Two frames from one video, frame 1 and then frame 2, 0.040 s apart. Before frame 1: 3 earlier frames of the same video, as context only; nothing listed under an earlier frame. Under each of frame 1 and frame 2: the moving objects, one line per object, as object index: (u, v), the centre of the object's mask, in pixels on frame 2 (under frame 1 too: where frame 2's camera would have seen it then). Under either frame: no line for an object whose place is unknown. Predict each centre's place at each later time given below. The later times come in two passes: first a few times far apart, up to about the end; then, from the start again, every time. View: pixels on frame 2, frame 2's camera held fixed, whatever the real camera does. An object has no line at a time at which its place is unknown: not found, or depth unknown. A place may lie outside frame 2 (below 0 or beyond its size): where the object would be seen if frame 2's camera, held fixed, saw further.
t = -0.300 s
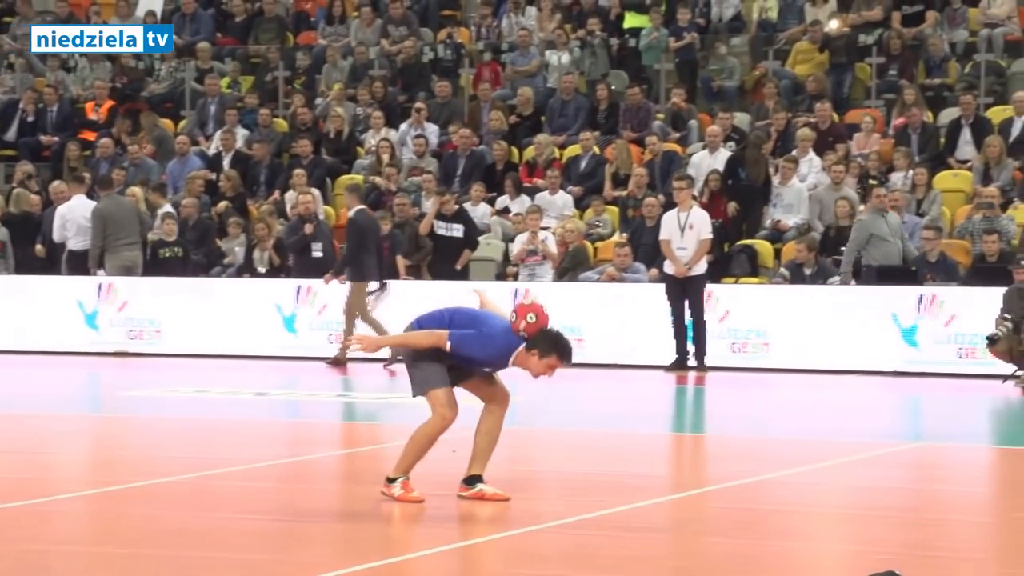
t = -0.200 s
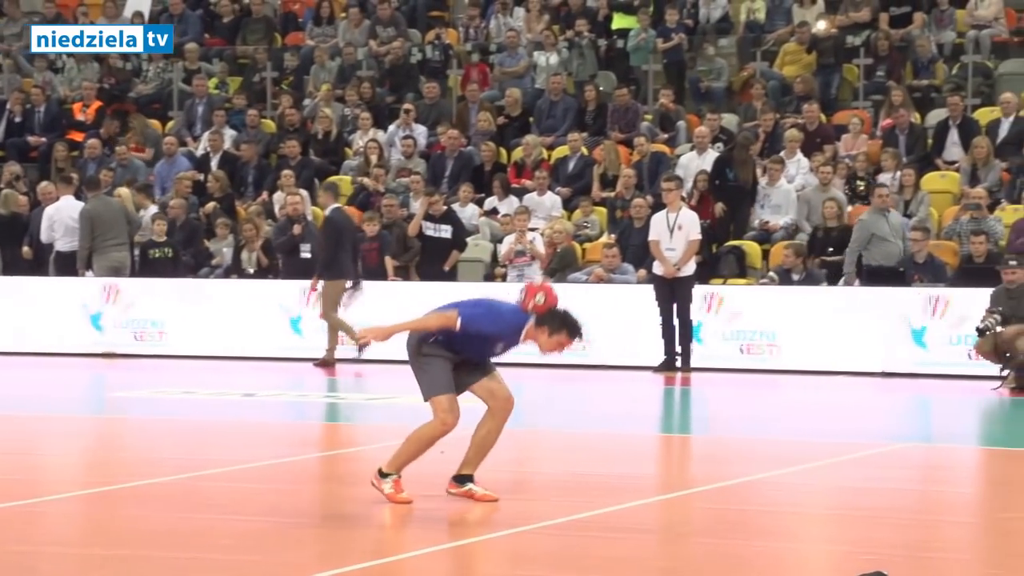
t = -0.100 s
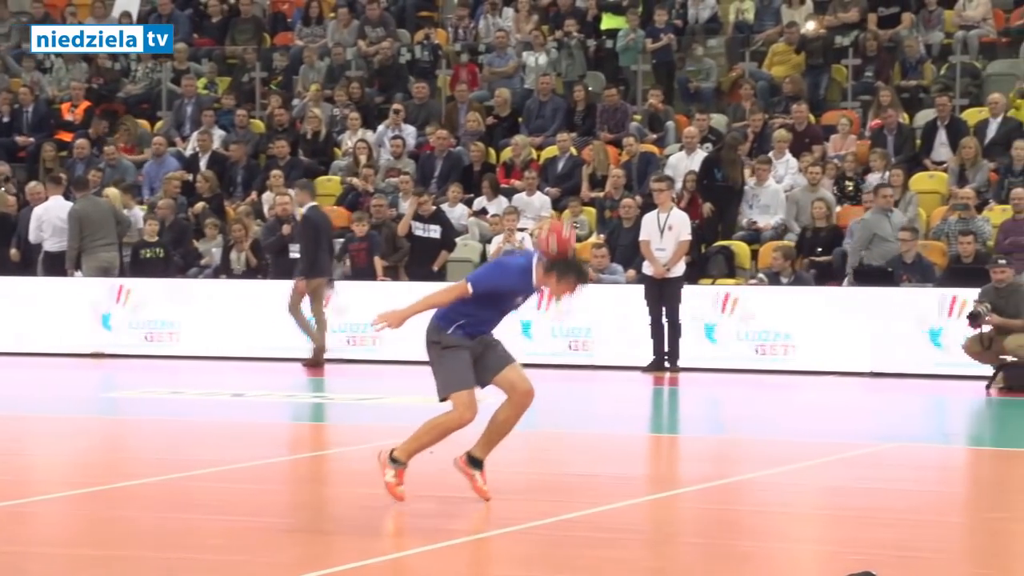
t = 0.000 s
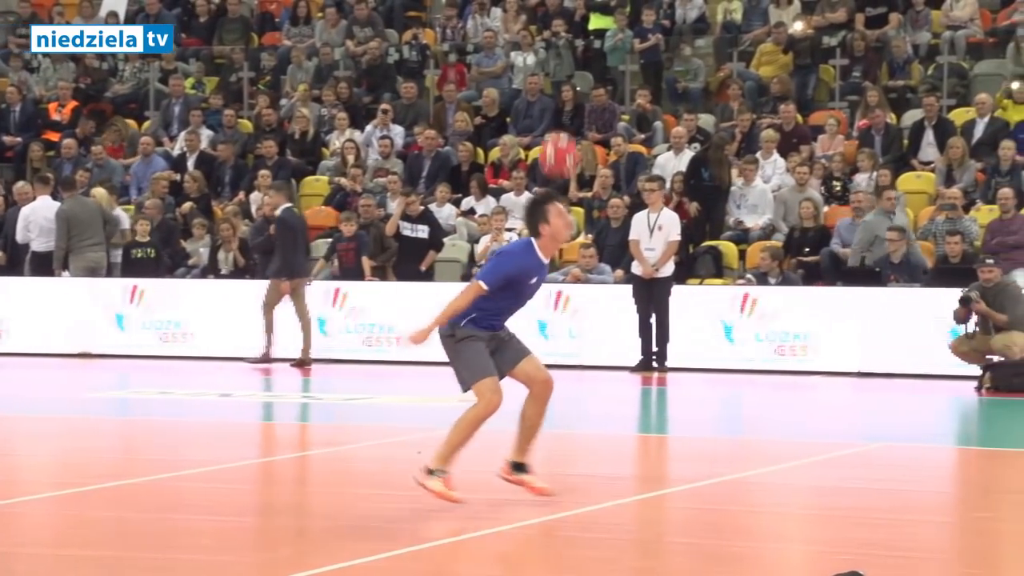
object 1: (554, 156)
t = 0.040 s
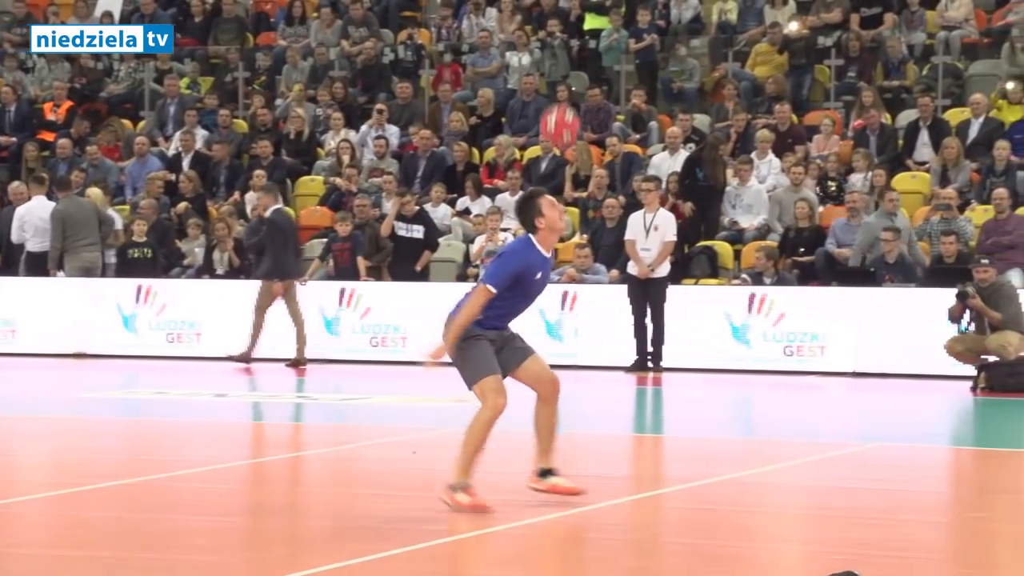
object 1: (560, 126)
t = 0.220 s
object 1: (587, 34)
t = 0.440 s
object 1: (620, 8)
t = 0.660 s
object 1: (653, 59)
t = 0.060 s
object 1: (563, 113)
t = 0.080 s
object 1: (566, 102)
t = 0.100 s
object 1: (569, 89)
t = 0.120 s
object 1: (572, 78)
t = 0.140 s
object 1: (575, 67)
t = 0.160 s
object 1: (578, 57)
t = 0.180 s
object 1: (581, 49)
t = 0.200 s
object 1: (584, 42)
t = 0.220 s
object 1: (587, 34)
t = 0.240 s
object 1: (590, 27)
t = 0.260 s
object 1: (593, 21)
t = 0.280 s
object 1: (597, 16)
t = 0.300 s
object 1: (600, 13)
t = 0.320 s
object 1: (603, 11)
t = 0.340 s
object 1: (606, 10)
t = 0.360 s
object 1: (609, 9)
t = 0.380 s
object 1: (612, 9)
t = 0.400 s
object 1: (615, 8)
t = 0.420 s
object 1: (618, 8)
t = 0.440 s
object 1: (620, 8)
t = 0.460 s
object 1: (623, 9)
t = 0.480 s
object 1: (626, 9)
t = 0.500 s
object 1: (629, 11)
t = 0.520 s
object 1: (632, 13)
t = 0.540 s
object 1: (635, 16)
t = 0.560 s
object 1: (638, 20)
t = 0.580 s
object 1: (641, 27)
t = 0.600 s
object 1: (644, 34)
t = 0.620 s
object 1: (647, 42)
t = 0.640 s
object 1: (650, 50)
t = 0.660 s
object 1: (653, 59)
